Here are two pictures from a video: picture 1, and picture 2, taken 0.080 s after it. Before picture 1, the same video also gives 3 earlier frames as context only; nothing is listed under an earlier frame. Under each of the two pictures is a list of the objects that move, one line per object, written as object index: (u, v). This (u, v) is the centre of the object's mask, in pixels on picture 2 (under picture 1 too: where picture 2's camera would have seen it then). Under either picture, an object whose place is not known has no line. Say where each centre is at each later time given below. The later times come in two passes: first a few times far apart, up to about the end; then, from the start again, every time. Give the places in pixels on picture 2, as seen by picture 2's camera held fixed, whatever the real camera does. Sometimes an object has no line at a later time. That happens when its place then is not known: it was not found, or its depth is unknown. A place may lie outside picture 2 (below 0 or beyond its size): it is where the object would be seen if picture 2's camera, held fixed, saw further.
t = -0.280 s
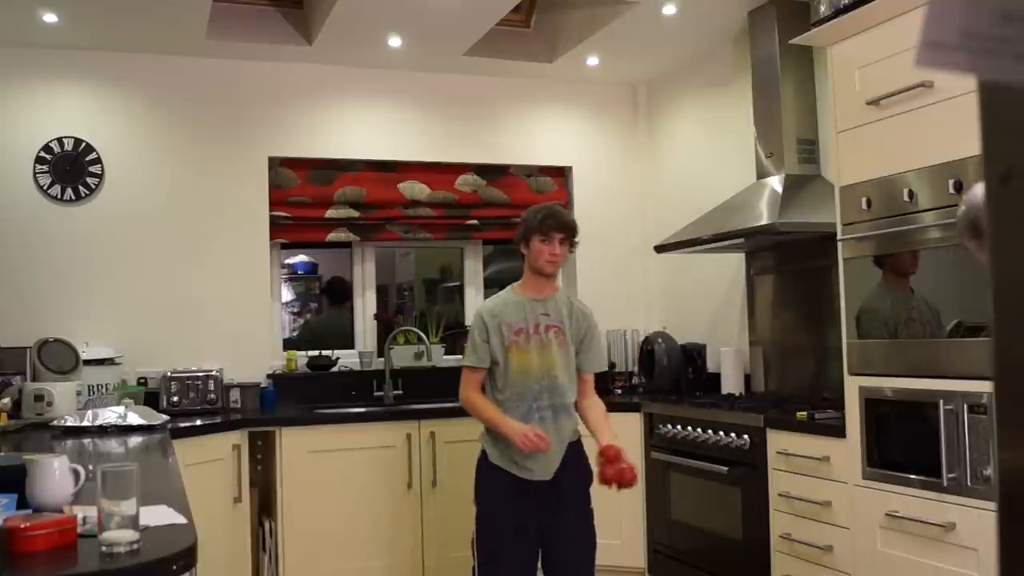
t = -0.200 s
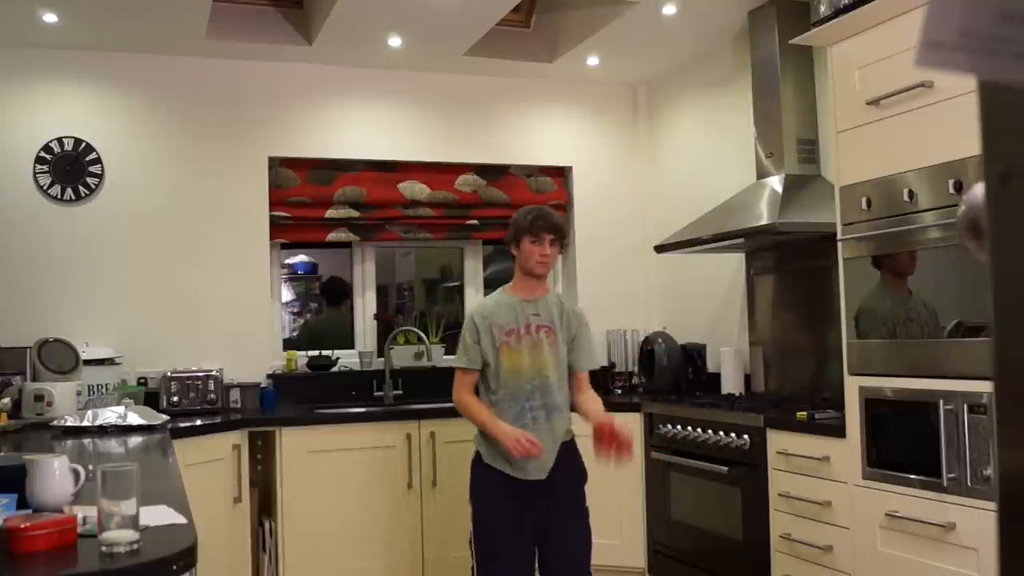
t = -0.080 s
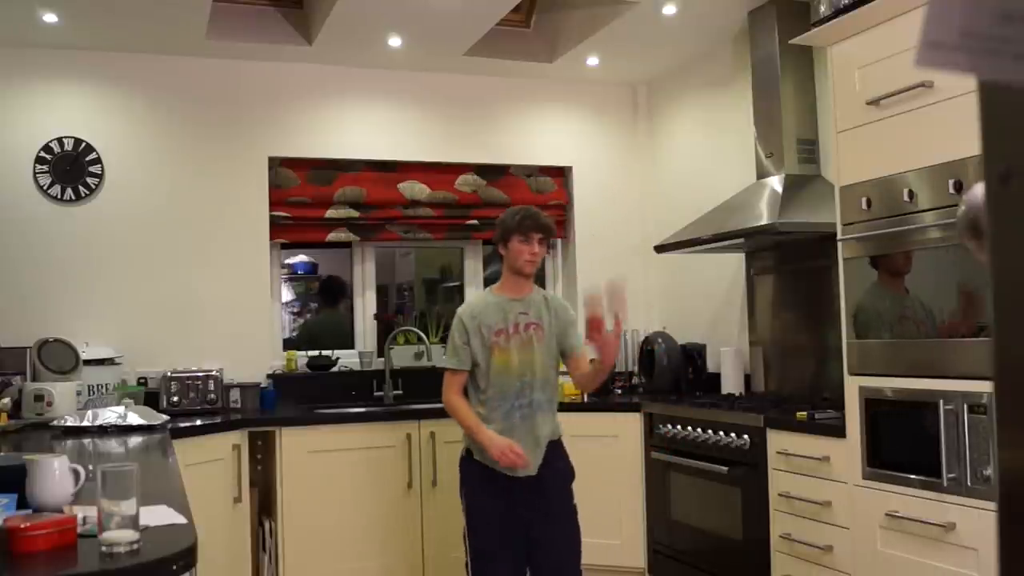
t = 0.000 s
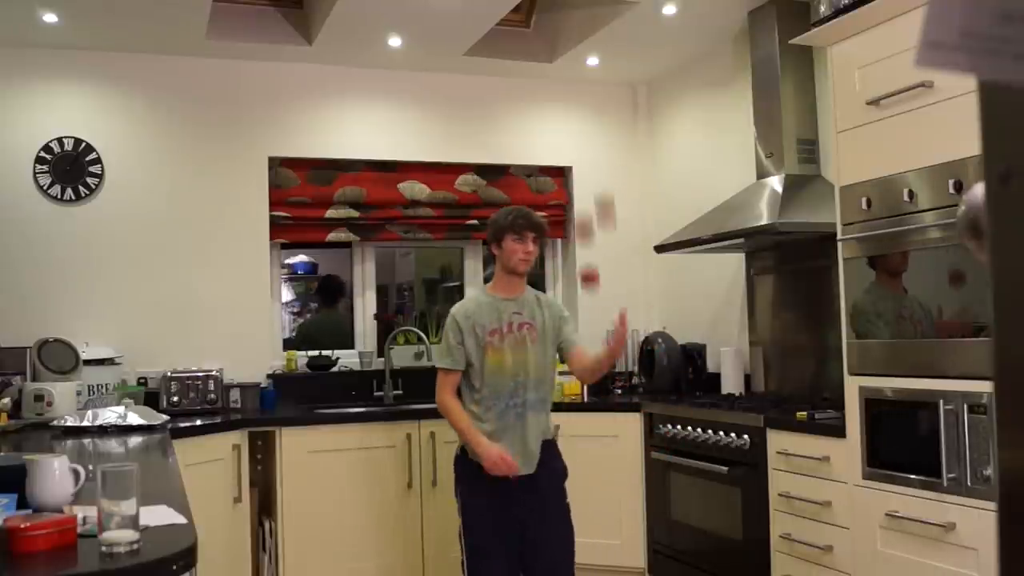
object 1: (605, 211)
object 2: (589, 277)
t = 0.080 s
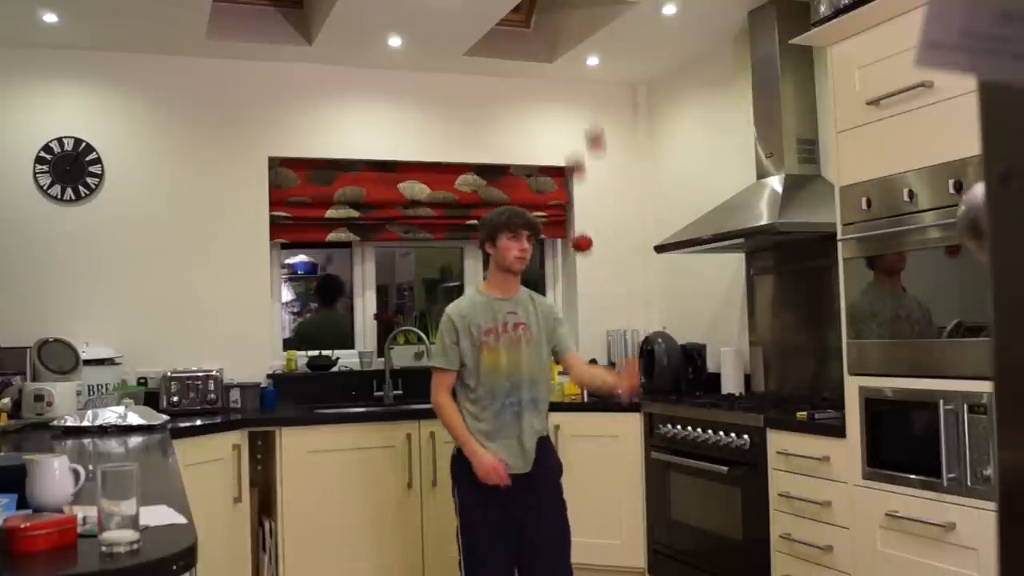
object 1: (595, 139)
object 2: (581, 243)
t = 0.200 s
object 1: (581, 72)
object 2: (573, 234)
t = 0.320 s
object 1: (569, 48)
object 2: (567, 266)
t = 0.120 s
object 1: (590, 111)
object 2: (579, 235)
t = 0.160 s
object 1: (584, 86)
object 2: (575, 232)
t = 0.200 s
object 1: (581, 72)
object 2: (573, 234)
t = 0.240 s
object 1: (577, 58)
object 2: (572, 241)
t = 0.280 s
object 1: (573, 50)
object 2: (569, 251)
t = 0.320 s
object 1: (569, 48)
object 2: (567, 266)
